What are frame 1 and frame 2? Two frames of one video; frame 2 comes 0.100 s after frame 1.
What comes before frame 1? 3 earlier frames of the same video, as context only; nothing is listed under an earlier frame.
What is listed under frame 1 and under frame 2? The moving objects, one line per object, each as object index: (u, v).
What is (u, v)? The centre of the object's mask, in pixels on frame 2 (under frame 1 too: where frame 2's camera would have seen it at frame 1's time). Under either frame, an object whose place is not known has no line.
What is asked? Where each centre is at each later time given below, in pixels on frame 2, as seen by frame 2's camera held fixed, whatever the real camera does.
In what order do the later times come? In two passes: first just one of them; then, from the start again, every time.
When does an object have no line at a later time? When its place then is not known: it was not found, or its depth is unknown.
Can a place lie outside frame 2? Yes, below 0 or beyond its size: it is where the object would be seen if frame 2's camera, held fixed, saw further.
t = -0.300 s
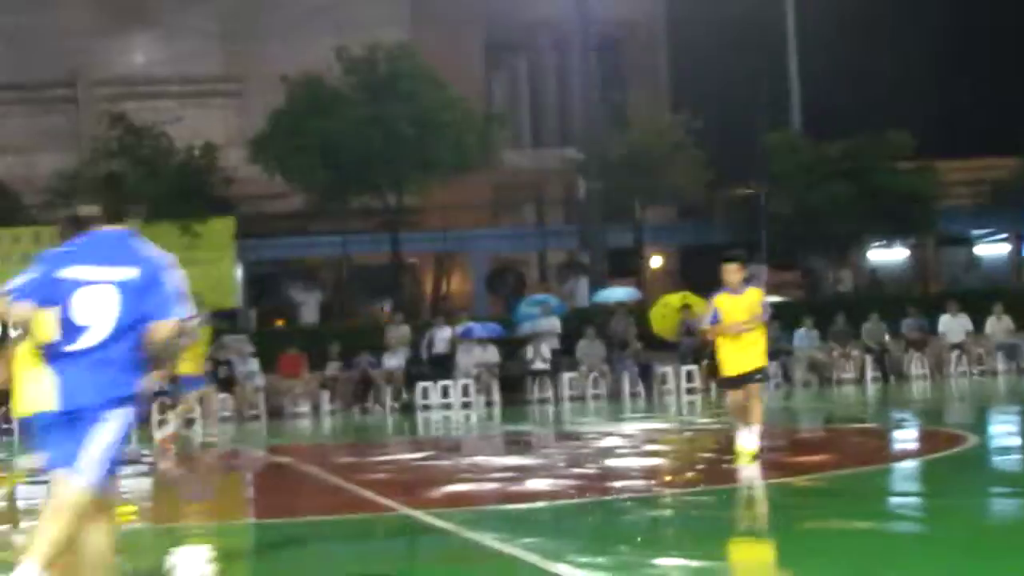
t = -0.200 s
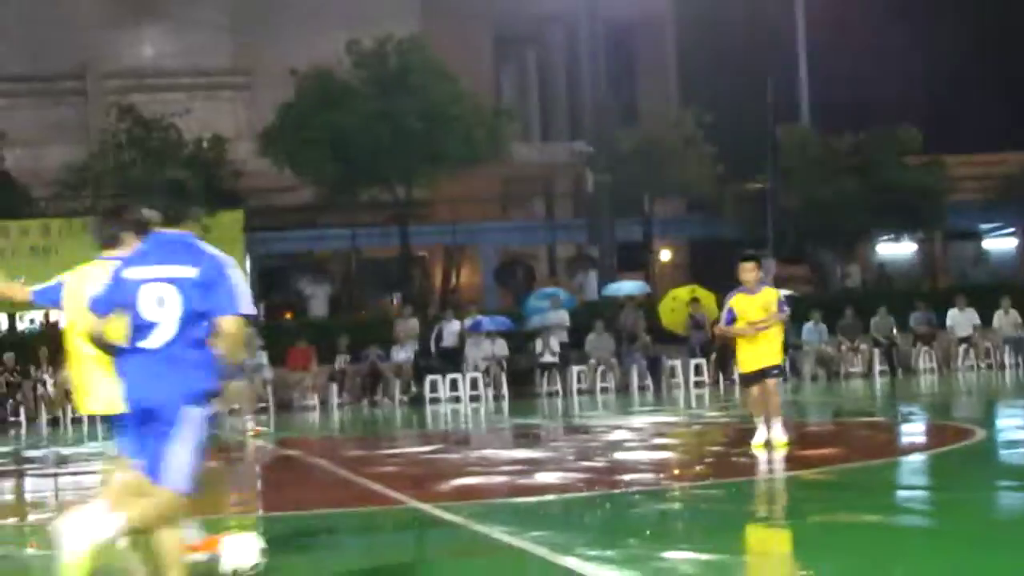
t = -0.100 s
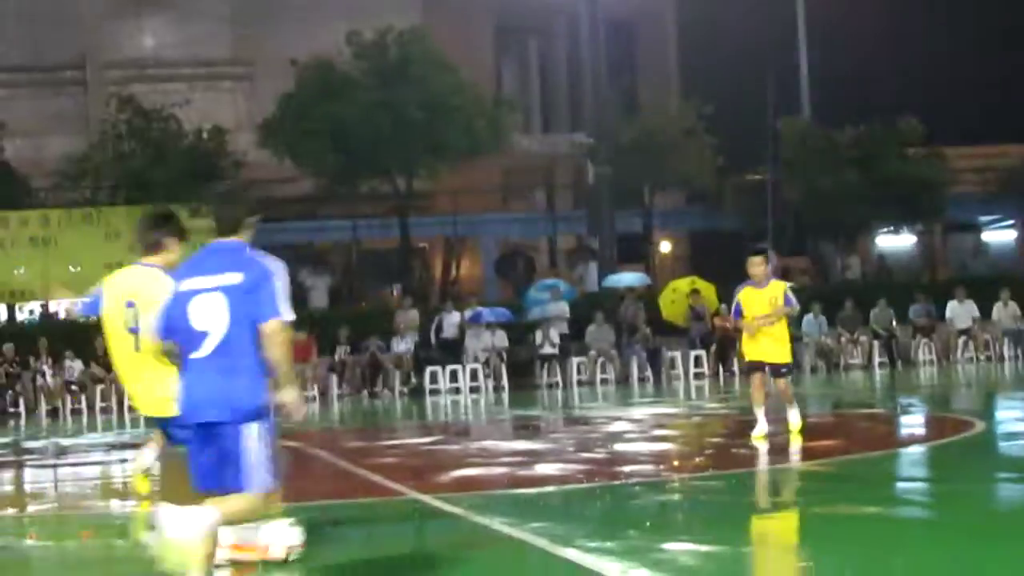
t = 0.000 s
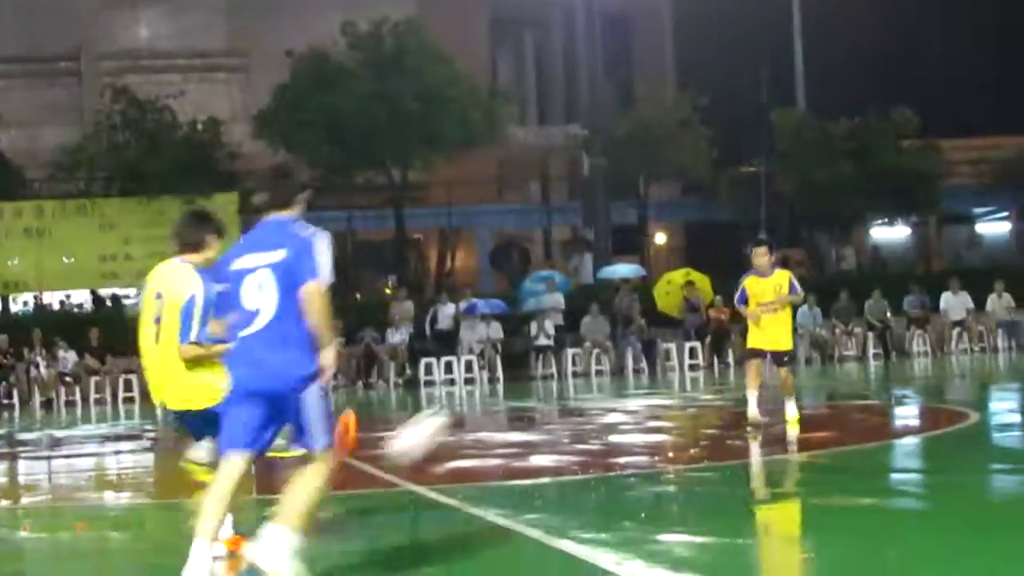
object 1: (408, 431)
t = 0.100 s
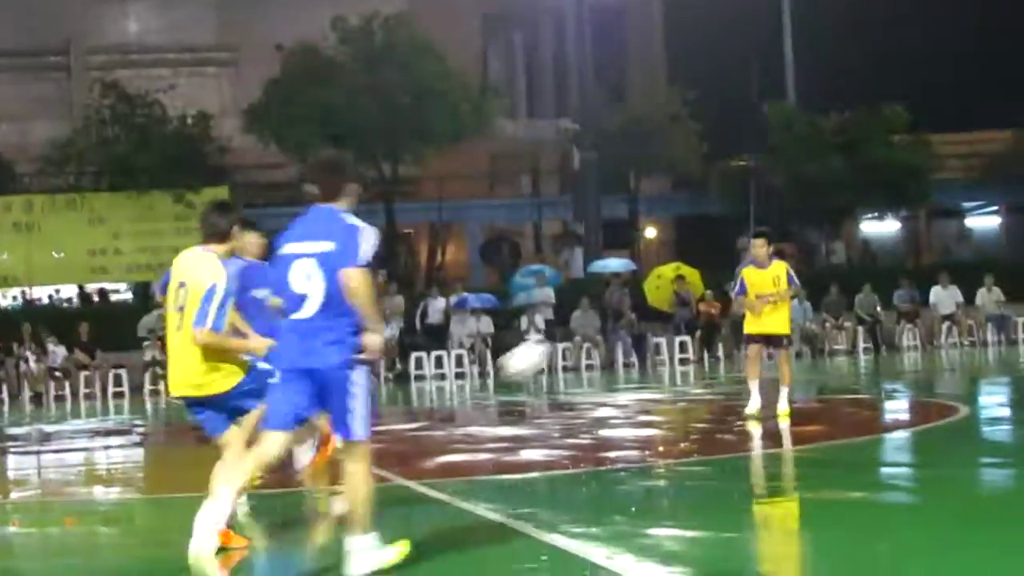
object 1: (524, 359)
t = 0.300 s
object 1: (671, 299)
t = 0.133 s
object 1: (559, 342)
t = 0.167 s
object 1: (584, 328)
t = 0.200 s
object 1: (610, 318)
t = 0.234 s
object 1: (631, 310)
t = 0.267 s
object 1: (652, 304)
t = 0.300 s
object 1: (671, 299)
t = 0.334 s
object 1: (687, 297)
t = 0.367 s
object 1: (704, 294)
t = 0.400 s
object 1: (717, 295)
